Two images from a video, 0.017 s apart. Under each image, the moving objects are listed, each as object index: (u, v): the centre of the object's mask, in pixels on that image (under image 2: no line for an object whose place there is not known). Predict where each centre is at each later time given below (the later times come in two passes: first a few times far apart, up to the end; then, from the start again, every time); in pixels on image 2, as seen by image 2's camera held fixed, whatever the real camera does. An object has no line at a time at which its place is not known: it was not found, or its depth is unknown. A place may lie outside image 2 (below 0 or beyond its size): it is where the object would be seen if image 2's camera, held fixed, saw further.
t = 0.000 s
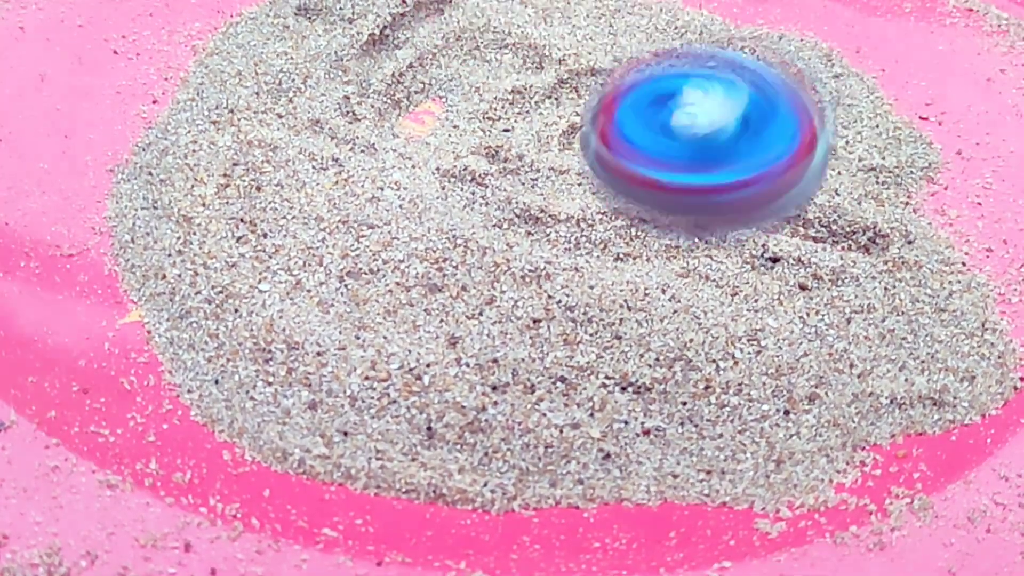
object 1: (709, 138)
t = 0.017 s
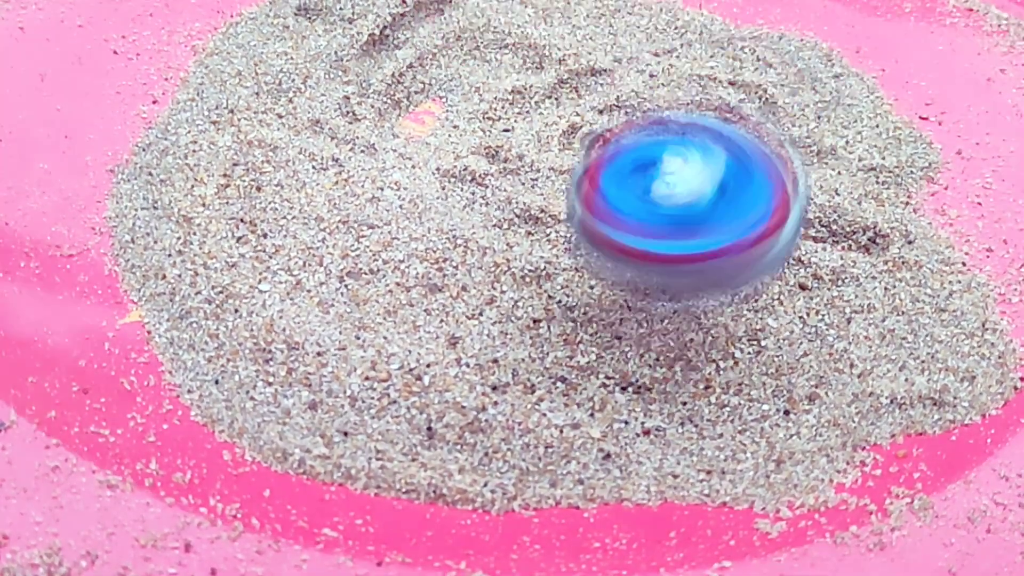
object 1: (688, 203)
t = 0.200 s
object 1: (644, 190)
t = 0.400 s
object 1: (585, 155)
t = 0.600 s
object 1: (548, 143)
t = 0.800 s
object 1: (478, 77)
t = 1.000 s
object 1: (405, 58)
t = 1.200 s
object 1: (415, 64)
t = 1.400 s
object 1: (417, 53)
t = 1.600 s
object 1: (398, 54)
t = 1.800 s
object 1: (424, 51)
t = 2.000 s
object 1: (475, 46)
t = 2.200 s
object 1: (496, 35)
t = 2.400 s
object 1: (507, 51)
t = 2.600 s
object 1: (591, 53)
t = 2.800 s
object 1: (594, 62)
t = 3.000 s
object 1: (611, 58)
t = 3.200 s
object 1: (625, 72)
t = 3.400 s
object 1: (653, 77)
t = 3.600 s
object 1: (638, 94)
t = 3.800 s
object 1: (656, 95)
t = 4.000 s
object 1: (634, 103)
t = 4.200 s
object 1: (631, 106)
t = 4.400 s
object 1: (624, 91)
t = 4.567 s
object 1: (575, 74)
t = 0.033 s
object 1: (671, 261)
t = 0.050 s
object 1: (672, 236)
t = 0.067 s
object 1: (670, 214)
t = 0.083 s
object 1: (669, 199)
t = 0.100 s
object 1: (666, 194)
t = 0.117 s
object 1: (660, 196)
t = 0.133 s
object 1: (651, 211)
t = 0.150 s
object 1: (646, 222)
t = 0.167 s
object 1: (646, 206)
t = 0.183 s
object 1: (646, 193)
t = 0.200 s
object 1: (644, 190)
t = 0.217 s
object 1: (642, 193)
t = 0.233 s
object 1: (637, 190)
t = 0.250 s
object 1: (629, 182)
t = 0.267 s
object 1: (621, 179)
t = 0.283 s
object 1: (612, 175)
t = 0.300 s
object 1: (604, 171)
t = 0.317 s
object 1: (598, 167)
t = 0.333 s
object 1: (592, 163)
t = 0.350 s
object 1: (589, 162)
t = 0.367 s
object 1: (589, 160)
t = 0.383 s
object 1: (587, 157)
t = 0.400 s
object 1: (585, 155)
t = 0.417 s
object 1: (582, 153)
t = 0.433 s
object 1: (581, 153)
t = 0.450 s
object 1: (579, 152)
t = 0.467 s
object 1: (576, 151)
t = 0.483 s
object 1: (574, 151)
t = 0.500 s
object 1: (570, 152)
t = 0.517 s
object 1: (568, 151)
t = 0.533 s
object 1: (565, 151)
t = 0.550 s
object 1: (561, 150)
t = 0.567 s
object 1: (558, 149)
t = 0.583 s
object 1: (553, 145)
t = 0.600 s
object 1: (548, 143)
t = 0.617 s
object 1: (546, 142)
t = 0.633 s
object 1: (542, 136)
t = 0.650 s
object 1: (537, 130)
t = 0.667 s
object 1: (534, 127)
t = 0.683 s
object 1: (528, 120)
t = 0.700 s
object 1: (521, 114)
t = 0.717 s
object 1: (514, 109)
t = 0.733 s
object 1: (511, 105)
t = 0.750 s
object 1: (504, 98)
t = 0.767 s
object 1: (495, 92)
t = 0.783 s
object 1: (486, 85)
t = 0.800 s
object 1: (478, 77)
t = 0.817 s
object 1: (470, 72)
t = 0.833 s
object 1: (464, 69)
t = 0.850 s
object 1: (456, 64)
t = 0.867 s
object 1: (449, 60)
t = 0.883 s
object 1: (442, 58)
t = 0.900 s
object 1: (427, 55)
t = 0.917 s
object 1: (422, 54)
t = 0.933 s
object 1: (417, 54)
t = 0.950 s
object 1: (413, 55)
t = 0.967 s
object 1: (412, 55)
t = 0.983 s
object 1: (408, 56)
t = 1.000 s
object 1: (405, 58)
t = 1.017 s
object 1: (404, 58)
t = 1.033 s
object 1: (404, 59)
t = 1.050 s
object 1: (403, 61)
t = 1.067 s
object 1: (403, 61)
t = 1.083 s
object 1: (402, 61)
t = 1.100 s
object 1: (403, 63)
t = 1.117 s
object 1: (403, 64)
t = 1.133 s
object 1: (405, 65)
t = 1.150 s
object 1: (408, 66)
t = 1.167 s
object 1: (411, 66)
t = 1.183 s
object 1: (413, 65)
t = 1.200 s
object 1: (415, 64)
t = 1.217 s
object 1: (416, 62)
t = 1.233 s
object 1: (416, 61)
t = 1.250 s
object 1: (418, 60)
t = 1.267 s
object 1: (418, 58)
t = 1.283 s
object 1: (419, 57)
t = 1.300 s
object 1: (418, 56)
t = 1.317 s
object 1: (418, 55)
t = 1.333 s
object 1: (416, 55)
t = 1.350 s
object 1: (417, 54)
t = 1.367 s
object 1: (417, 54)
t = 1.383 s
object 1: (417, 53)
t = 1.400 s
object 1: (417, 53)
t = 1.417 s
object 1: (417, 52)
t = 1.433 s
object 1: (414, 52)
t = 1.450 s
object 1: (409, 52)
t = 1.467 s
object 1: (405, 53)
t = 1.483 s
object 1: (402, 54)
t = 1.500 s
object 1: (400, 55)
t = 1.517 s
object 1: (399, 56)
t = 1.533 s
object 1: (398, 56)
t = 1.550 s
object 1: (398, 56)
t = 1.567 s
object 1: (398, 56)
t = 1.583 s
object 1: (398, 55)
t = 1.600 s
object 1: (398, 54)
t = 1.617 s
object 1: (399, 53)
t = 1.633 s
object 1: (401, 52)
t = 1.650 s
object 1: (404, 52)
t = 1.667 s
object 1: (407, 52)
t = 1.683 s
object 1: (408, 52)
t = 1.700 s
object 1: (410, 53)
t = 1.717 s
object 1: (411, 53)
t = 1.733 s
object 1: (413, 53)
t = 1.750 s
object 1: (415, 53)
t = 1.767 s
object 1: (417, 53)
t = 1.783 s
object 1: (420, 52)
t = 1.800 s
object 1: (424, 51)
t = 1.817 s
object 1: (427, 50)
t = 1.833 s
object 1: (430, 49)
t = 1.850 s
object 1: (434, 49)
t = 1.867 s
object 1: (439, 48)
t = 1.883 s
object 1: (444, 49)
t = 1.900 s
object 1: (451, 48)
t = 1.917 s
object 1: (456, 47)
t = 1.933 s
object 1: (460, 47)
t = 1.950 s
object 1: (465, 47)
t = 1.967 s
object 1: (468, 47)
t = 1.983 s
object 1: (471, 46)
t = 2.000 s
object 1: (475, 46)
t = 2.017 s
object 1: (478, 45)
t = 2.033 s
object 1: (481, 44)
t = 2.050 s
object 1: (484, 42)
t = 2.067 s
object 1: (487, 41)
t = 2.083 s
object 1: (489, 40)
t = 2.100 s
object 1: (492, 40)
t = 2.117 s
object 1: (494, 39)
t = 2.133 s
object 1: (496, 38)
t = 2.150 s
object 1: (497, 37)
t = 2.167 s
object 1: (497, 36)
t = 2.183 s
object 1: (496, 35)
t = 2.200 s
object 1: (496, 35)
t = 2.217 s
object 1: (494, 35)
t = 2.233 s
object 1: (492, 35)
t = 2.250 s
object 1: (491, 35)
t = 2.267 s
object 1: (489, 36)
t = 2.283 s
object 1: (487, 37)
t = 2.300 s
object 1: (486, 38)
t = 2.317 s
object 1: (488, 40)
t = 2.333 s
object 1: (489, 42)
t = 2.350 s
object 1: (492, 44)
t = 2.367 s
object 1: (496, 46)
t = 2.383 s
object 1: (501, 48)
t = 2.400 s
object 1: (507, 51)
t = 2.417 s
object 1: (513, 52)
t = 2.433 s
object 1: (523, 55)
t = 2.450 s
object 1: (531, 56)
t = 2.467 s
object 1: (542, 56)
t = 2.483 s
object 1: (551, 57)
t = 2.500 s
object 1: (560, 56)
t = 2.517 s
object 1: (567, 57)
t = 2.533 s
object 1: (573, 57)
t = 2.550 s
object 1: (577, 57)
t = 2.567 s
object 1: (583, 56)
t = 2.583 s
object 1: (586, 56)
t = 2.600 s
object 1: (591, 53)
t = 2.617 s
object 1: (596, 53)
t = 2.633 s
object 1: (600, 52)
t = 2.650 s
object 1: (603, 52)
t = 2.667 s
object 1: (606, 53)
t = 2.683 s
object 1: (608, 53)
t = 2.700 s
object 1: (611, 55)
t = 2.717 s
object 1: (611, 57)
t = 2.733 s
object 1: (610, 58)
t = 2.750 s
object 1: (608, 59)
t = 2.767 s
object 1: (604, 61)
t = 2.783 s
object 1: (599, 61)
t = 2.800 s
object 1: (594, 62)
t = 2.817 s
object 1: (587, 65)
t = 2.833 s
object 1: (586, 66)
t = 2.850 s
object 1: (587, 67)
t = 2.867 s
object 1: (589, 67)
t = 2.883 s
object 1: (592, 66)
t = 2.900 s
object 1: (595, 64)
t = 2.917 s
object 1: (598, 62)
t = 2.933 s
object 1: (601, 61)
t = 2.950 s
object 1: (604, 59)
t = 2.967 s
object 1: (608, 59)
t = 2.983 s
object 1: (610, 59)
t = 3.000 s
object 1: (611, 58)
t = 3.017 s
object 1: (613, 59)
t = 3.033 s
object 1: (613, 59)
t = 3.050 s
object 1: (612, 59)
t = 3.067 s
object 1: (612, 60)
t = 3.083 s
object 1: (612, 62)
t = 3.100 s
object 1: (612, 63)
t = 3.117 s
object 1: (614, 64)
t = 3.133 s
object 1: (615, 66)
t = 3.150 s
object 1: (618, 68)
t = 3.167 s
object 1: (621, 70)
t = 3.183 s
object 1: (623, 71)
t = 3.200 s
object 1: (625, 72)
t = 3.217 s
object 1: (627, 73)
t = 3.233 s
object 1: (630, 76)
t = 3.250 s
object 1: (634, 76)
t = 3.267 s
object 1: (638, 77)
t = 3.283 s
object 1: (643, 78)
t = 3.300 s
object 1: (646, 79)
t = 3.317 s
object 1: (650, 79)
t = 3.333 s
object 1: (651, 79)
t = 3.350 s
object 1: (652, 78)
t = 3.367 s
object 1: (653, 78)
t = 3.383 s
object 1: (653, 78)
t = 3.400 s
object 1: (653, 77)
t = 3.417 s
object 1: (652, 77)
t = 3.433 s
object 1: (651, 77)
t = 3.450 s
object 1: (650, 78)
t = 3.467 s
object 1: (647, 80)
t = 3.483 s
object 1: (645, 82)
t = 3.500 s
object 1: (642, 84)
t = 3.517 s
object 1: (640, 87)
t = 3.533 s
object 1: (639, 88)
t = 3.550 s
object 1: (639, 91)
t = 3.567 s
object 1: (638, 92)
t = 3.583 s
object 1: (638, 93)
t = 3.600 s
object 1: (638, 94)
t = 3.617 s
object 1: (639, 96)
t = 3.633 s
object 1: (641, 96)
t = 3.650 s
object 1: (643, 98)
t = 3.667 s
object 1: (647, 99)
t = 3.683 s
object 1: (651, 100)
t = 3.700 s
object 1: (655, 98)
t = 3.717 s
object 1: (658, 98)
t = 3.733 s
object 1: (661, 96)
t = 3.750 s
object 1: (662, 95)
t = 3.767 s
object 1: (661, 95)
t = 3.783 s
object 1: (659, 95)
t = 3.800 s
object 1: (656, 95)
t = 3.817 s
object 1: (652, 95)
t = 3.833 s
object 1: (649, 96)
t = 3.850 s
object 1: (645, 96)
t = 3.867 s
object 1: (642, 98)
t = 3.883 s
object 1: (641, 99)
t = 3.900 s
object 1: (639, 100)
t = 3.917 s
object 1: (639, 101)
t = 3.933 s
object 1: (639, 101)
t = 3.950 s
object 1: (637, 102)
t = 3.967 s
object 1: (635, 102)
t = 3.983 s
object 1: (634, 102)
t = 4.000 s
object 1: (634, 103)
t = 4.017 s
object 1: (633, 103)
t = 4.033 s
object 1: (633, 104)
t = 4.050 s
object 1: (632, 104)
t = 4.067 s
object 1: (632, 104)
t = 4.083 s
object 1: (632, 104)
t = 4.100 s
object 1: (632, 104)
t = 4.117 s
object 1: (631, 104)
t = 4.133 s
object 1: (631, 105)
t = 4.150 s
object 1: (631, 105)
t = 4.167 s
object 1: (632, 106)
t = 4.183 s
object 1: (632, 106)
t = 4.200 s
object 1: (631, 106)
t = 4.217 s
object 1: (631, 106)
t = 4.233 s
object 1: (630, 106)
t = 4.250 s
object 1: (631, 105)
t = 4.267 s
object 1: (630, 105)
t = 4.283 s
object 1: (631, 104)
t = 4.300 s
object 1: (631, 103)
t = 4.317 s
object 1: (630, 101)
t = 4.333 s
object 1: (630, 99)
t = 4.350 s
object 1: (629, 97)
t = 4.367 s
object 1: (628, 95)
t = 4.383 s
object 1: (627, 93)
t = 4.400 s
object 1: (624, 91)
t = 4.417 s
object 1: (622, 89)
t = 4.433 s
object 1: (620, 86)
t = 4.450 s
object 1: (616, 82)
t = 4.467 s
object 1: (612, 81)
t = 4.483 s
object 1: (606, 77)
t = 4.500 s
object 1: (601, 75)
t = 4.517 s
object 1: (595, 73)
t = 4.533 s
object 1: (588, 73)
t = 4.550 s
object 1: (582, 74)
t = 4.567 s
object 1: (575, 74)
